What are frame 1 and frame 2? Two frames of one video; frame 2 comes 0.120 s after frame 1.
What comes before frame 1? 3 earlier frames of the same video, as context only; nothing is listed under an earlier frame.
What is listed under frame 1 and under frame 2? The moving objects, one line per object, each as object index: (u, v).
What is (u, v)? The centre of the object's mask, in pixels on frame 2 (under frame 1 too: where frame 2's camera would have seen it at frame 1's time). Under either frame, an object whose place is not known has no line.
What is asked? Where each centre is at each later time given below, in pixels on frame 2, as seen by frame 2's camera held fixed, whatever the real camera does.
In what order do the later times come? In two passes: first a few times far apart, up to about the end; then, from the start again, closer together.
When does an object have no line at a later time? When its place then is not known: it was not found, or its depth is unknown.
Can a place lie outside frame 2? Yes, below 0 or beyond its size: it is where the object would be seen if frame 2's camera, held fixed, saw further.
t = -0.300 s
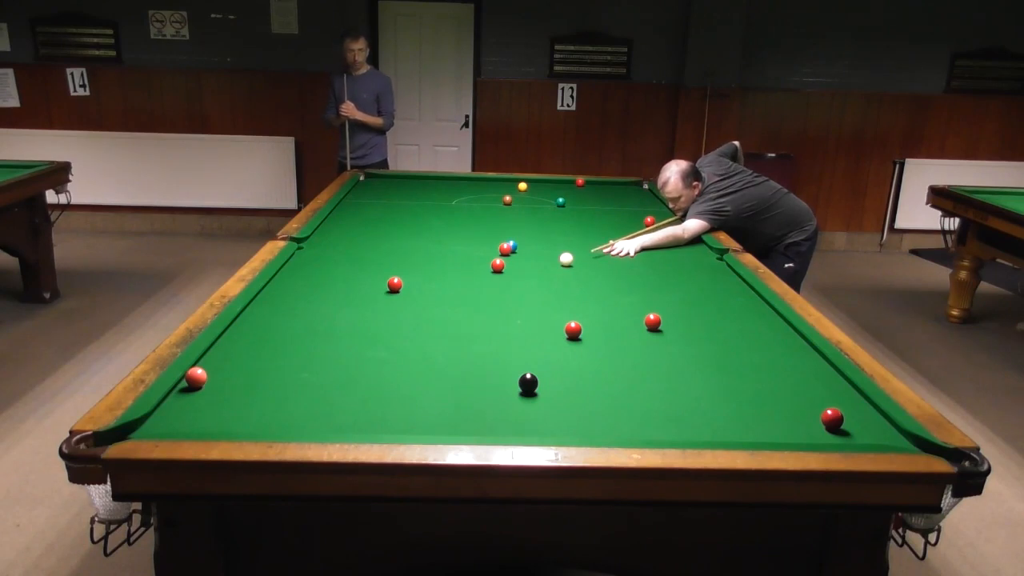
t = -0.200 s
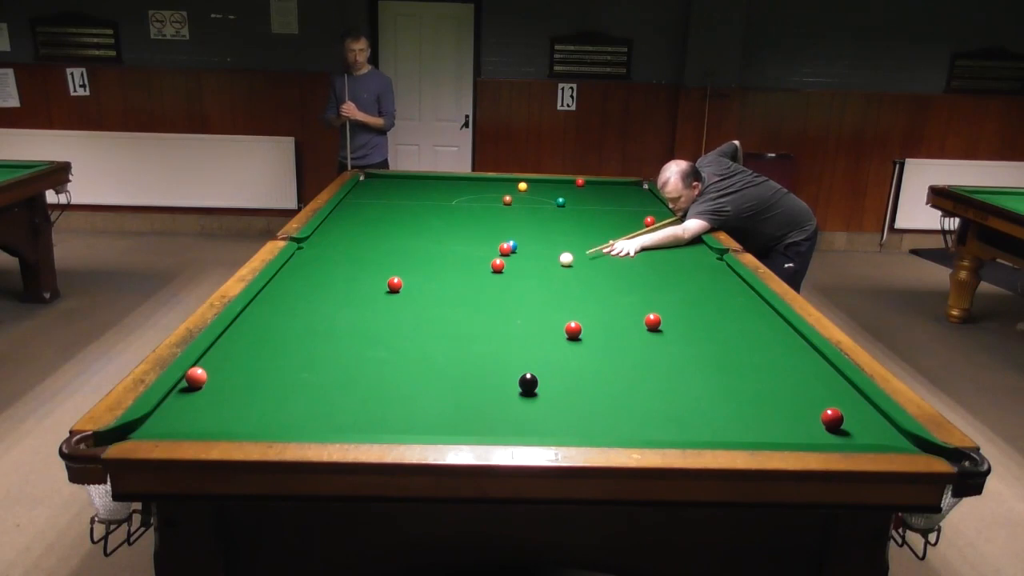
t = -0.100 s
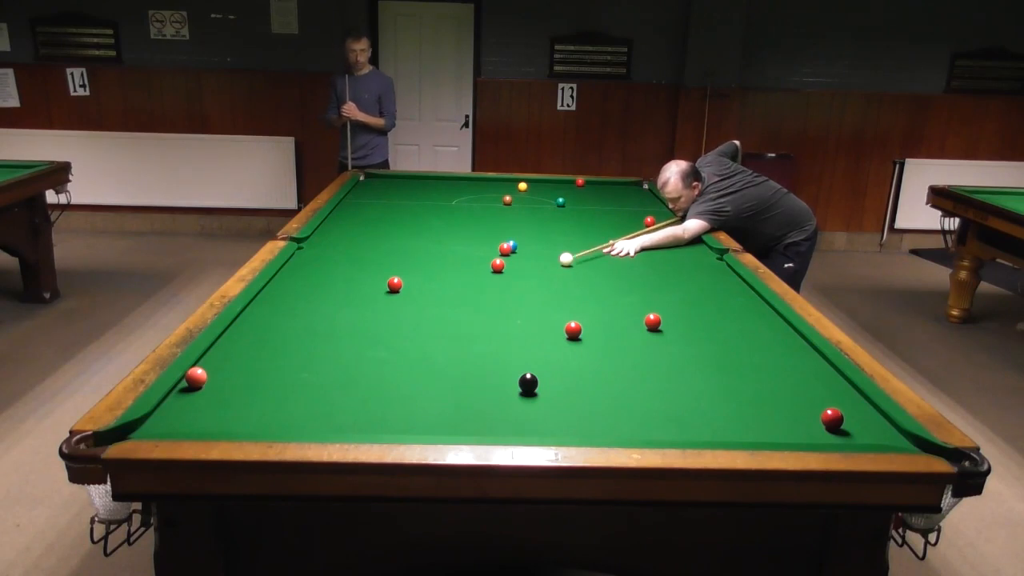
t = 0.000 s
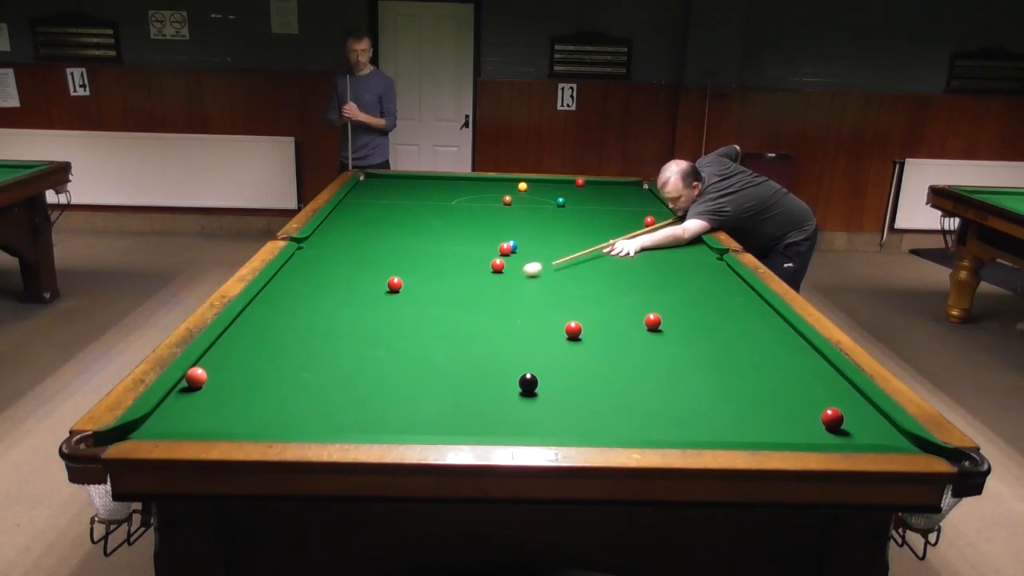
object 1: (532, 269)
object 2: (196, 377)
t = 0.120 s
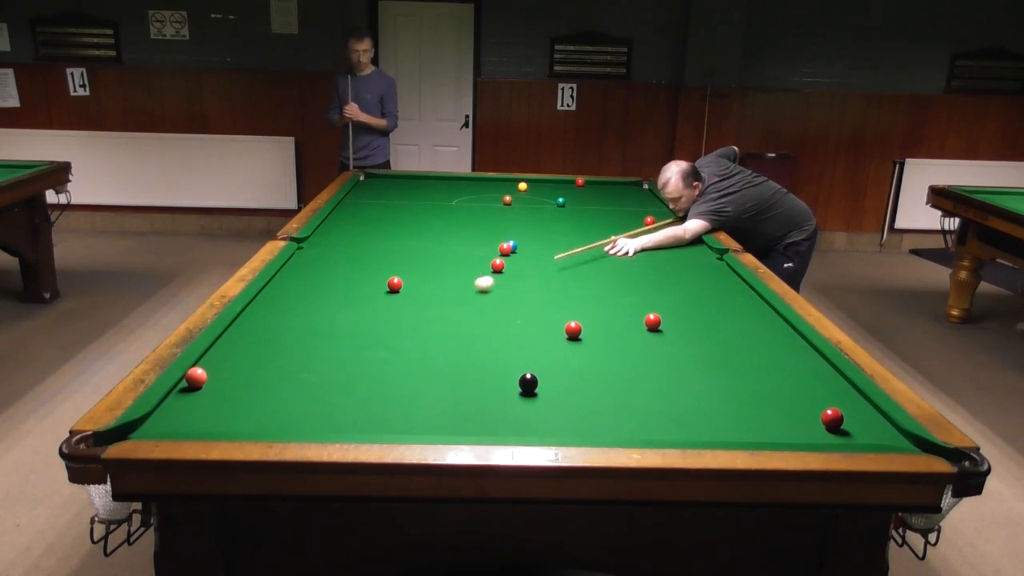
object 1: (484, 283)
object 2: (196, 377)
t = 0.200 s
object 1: (452, 293)
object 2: (196, 377)
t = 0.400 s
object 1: (362, 321)
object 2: (196, 377)
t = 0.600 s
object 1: (250, 355)
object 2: (196, 377)
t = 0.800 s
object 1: (237, 372)
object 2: (167, 406)
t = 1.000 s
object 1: (286, 383)
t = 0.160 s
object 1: (467, 288)
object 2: (196, 377)
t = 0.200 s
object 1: (452, 293)
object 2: (196, 377)
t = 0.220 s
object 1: (443, 296)
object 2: (196, 377)
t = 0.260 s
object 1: (426, 301)
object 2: (196, 377)
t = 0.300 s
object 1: (409, 306)
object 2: (196, 377)
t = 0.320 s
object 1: (400, 309)
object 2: (196, 377)
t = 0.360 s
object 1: (381, 314)
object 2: (196, 377)
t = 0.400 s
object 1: (362, 321)
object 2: (196, 377)
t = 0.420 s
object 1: (352, 324)
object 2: (196, 377)
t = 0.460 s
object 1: (331, 330)
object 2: (196, 377)
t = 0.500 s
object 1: (310, 337)
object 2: (196, 377)
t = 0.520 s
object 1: (298, 340)
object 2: (196, 377)
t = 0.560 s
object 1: (274, 347)
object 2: (195, 377)
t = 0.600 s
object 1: (250, 355)
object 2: (196, 377)
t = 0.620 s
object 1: (237, 359)
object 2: (196, 377)
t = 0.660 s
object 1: (212, 366)
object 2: (196, 377)
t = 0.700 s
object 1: (204, 368)
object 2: (189, 383)
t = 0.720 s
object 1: (211, 369)
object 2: (184, 388)
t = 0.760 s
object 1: (225, 371)
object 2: (175, 397)
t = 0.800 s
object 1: (237, 372)
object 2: (167, 406)
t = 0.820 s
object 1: (243, 373)
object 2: (165, 410)
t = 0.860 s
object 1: (254, 375)
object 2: (159, 418)
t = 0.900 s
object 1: (263, 377)
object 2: (153, 424)
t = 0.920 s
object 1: (268, 379)
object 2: (150, 426)
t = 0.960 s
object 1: (277, 381)
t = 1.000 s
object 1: (286, 383)
